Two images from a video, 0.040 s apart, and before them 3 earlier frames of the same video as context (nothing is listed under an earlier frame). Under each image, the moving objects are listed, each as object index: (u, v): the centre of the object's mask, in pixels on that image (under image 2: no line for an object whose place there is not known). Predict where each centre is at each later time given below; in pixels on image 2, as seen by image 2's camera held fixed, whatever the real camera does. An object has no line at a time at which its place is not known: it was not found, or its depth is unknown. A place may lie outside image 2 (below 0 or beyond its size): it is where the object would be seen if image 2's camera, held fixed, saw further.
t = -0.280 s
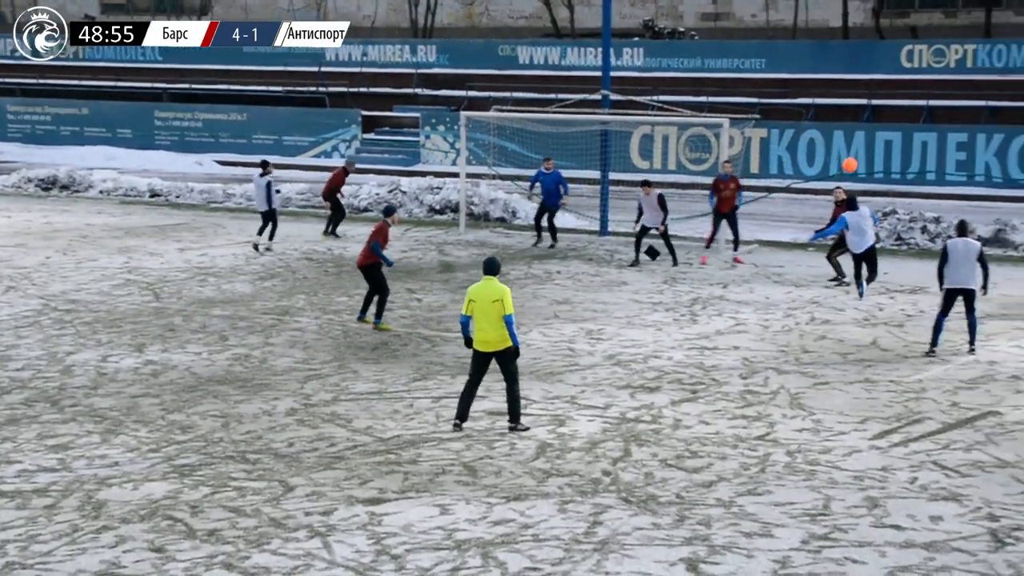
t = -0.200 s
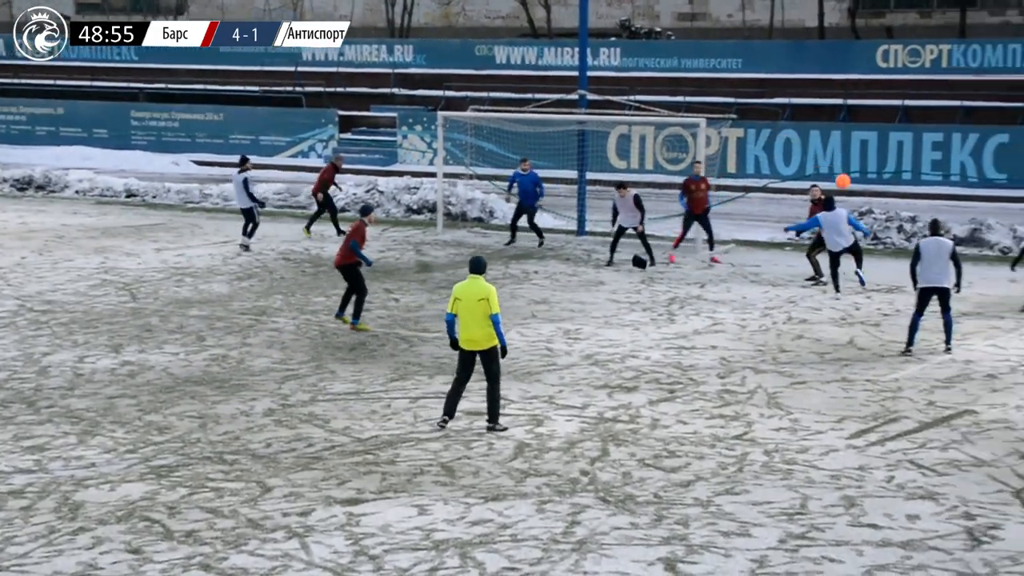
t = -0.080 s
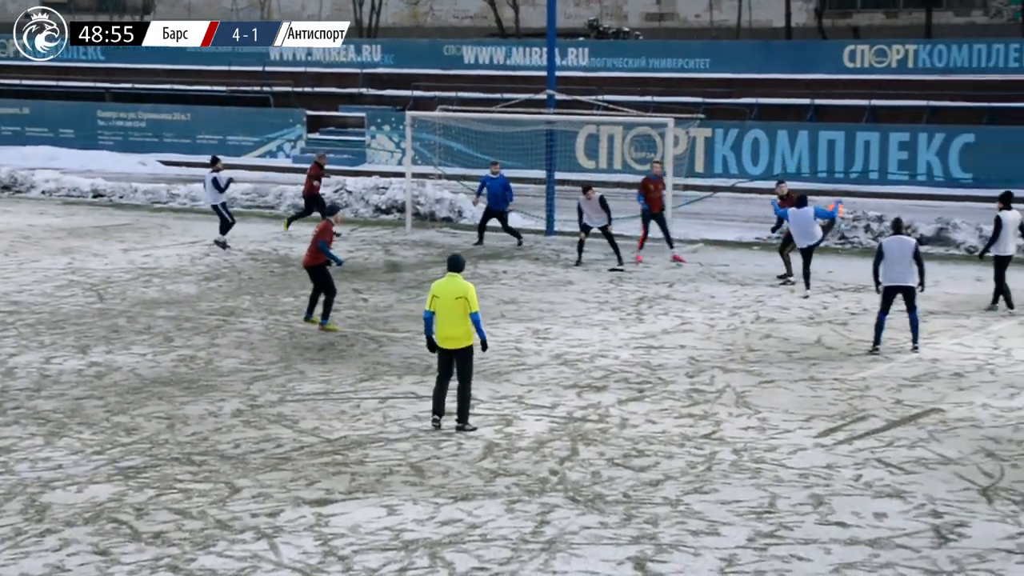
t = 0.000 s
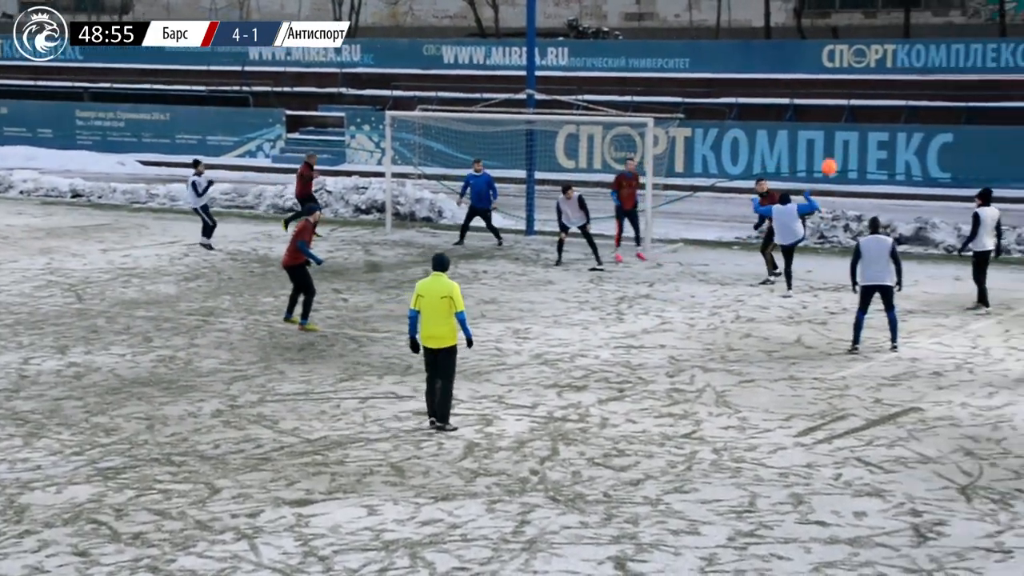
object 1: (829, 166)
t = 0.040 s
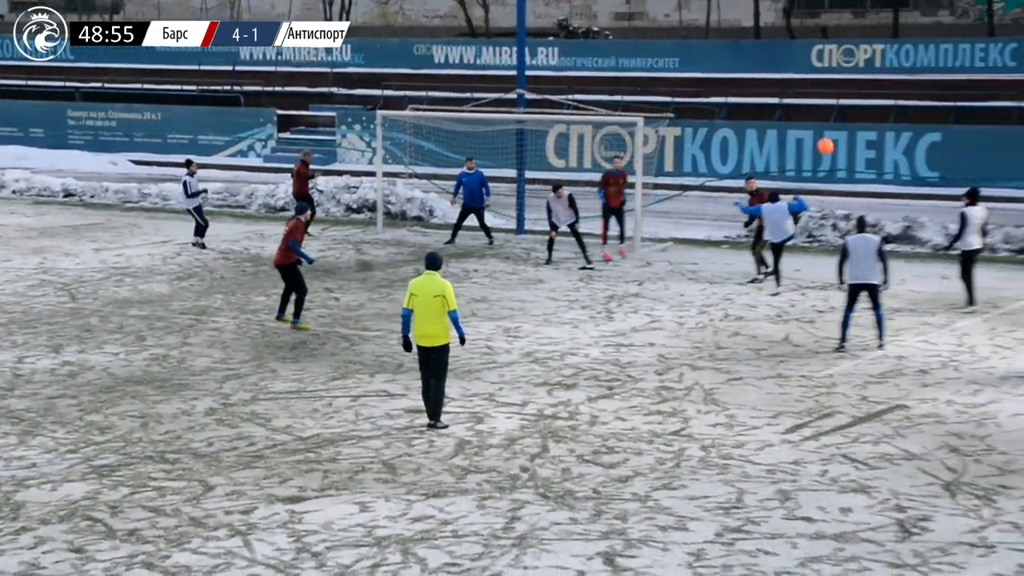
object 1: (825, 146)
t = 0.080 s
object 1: (826, 125)
